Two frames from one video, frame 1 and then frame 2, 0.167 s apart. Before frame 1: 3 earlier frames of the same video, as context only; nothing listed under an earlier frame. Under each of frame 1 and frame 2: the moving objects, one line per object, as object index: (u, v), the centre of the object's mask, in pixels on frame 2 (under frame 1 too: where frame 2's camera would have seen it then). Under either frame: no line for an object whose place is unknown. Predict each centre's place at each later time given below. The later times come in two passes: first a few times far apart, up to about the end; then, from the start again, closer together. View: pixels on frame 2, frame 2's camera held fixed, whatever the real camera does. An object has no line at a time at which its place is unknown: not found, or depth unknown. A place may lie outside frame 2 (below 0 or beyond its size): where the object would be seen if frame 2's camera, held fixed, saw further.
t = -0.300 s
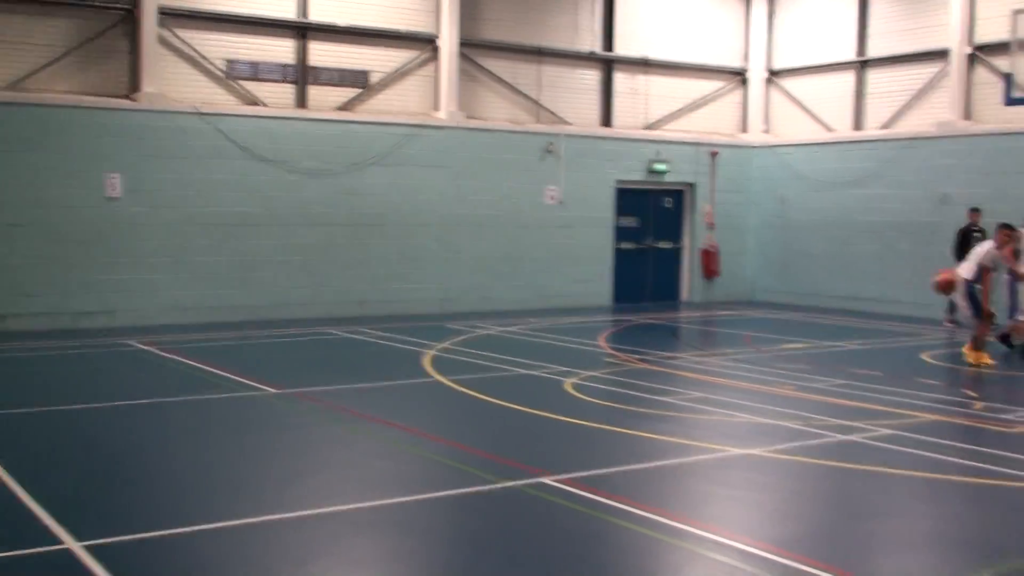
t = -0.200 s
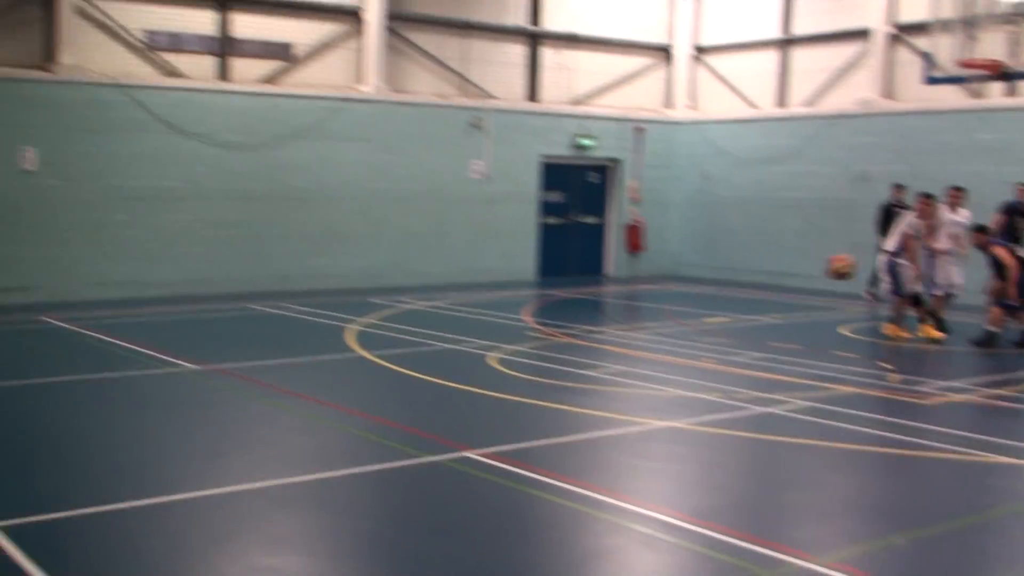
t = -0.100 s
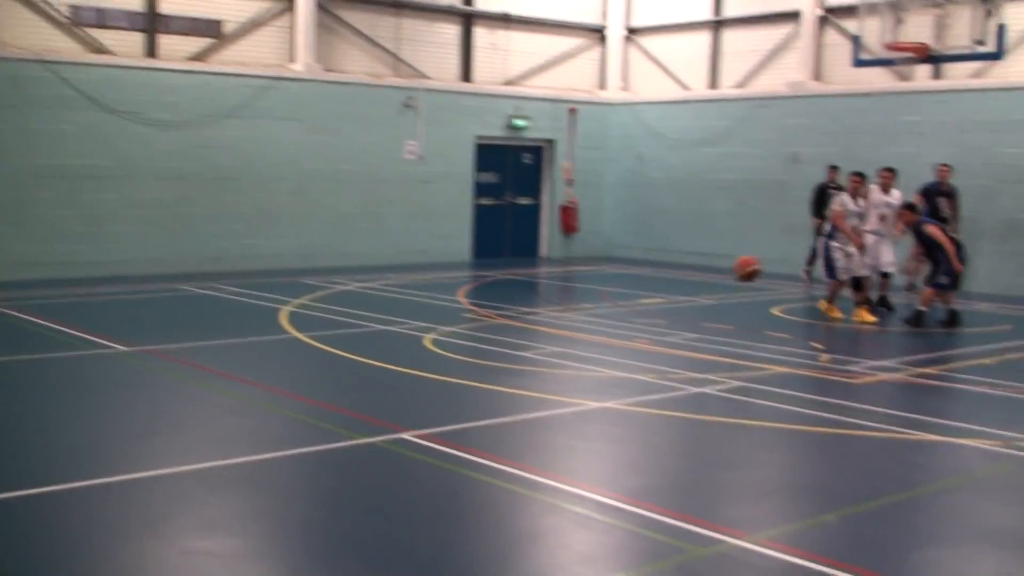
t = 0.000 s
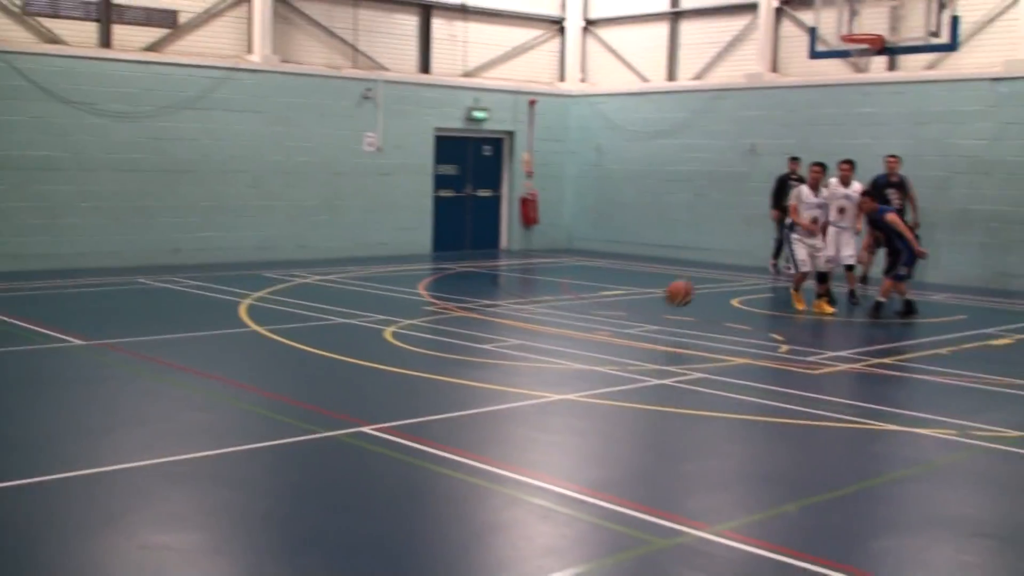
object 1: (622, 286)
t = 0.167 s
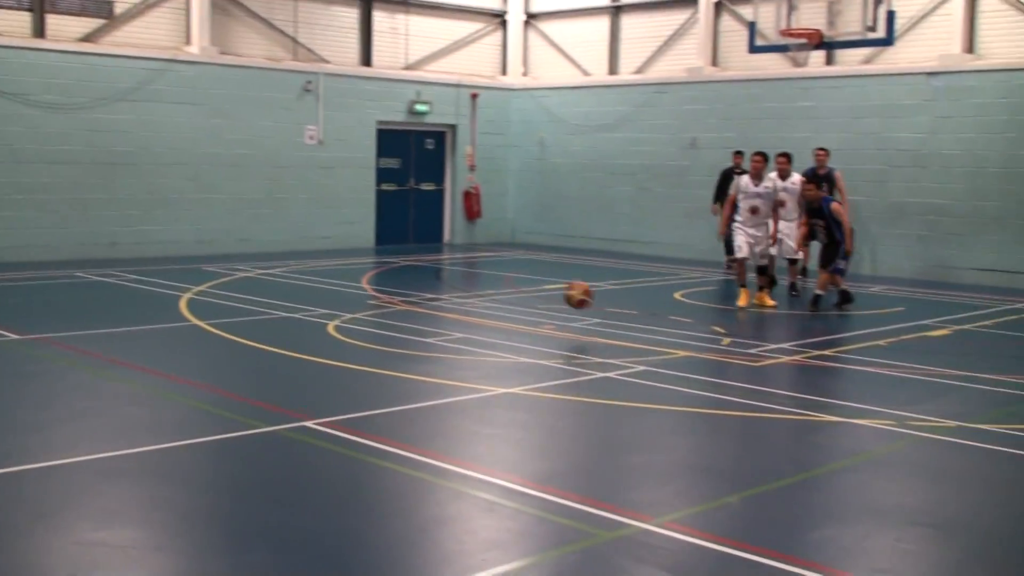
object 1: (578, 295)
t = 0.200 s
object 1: (569, 286)
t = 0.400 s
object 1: (511, 260)
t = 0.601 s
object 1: (445, 281)
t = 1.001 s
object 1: (287, 303)
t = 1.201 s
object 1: (192, 317)
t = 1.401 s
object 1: (85, 375)
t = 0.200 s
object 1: (569, 286)
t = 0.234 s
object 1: (560, 278)
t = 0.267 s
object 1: (551, 272)
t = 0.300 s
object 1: (542, 267)
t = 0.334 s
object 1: (532, 264)
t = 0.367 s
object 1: (522, 261)
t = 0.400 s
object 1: (511, 260)
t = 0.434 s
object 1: (501, 259)
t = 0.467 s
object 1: (490, 261)
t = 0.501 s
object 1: (480, 264)
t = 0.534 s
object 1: (469, 268)
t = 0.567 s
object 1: (457, 273)
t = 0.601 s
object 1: (445, 281)
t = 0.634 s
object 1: (433, 288)
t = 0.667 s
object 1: (422, 298)
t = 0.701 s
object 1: (410, 311)
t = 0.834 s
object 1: (358, 333)
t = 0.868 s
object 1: (345, 325)
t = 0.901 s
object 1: (331, 317)
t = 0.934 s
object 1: (317, 312)
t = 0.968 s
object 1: (302, 307)
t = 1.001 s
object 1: (287, 303)
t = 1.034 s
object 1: (273, 301)
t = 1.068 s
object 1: (257, 301)
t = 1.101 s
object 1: (241, 302)
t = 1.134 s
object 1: (226, 306)
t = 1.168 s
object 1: (209, 310)
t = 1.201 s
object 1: (192, 317)
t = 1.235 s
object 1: (175, 326)
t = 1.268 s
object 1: (157, 336)
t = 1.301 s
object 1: (140, 348)
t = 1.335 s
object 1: (122, 362)
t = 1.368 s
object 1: (104, 379)
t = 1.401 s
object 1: (85, 375)
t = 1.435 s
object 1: (66, 366)
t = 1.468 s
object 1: (47, 359)
